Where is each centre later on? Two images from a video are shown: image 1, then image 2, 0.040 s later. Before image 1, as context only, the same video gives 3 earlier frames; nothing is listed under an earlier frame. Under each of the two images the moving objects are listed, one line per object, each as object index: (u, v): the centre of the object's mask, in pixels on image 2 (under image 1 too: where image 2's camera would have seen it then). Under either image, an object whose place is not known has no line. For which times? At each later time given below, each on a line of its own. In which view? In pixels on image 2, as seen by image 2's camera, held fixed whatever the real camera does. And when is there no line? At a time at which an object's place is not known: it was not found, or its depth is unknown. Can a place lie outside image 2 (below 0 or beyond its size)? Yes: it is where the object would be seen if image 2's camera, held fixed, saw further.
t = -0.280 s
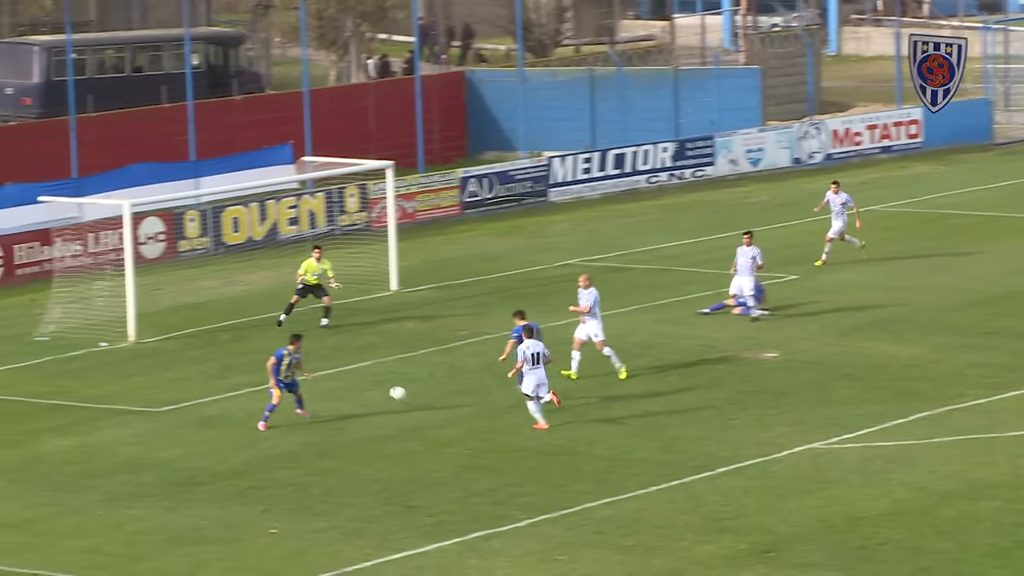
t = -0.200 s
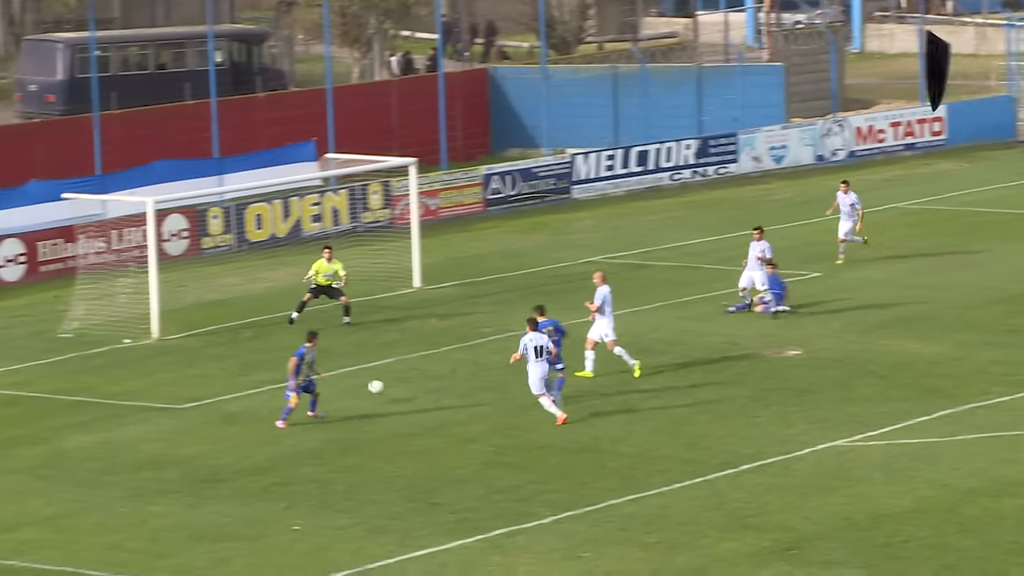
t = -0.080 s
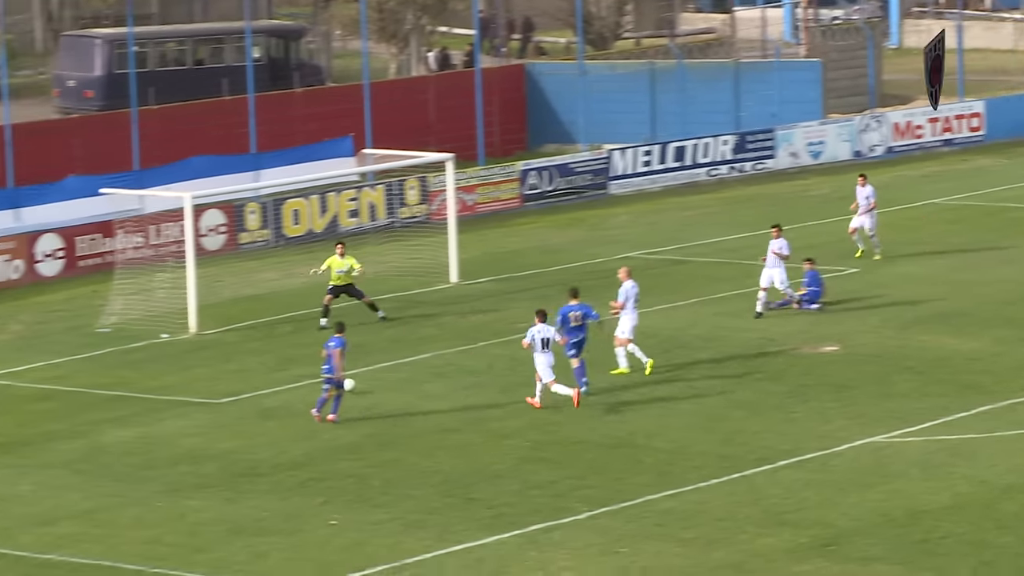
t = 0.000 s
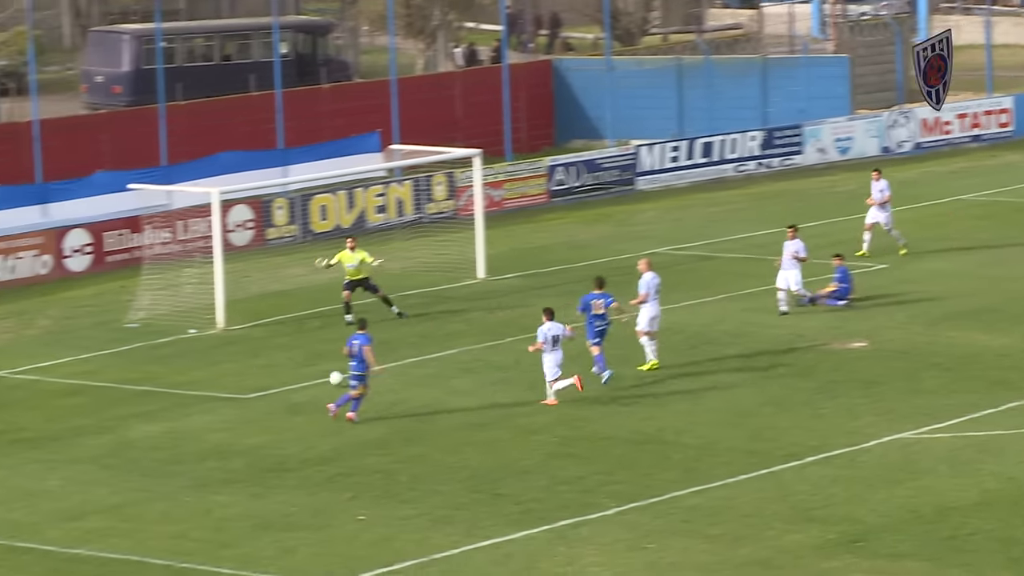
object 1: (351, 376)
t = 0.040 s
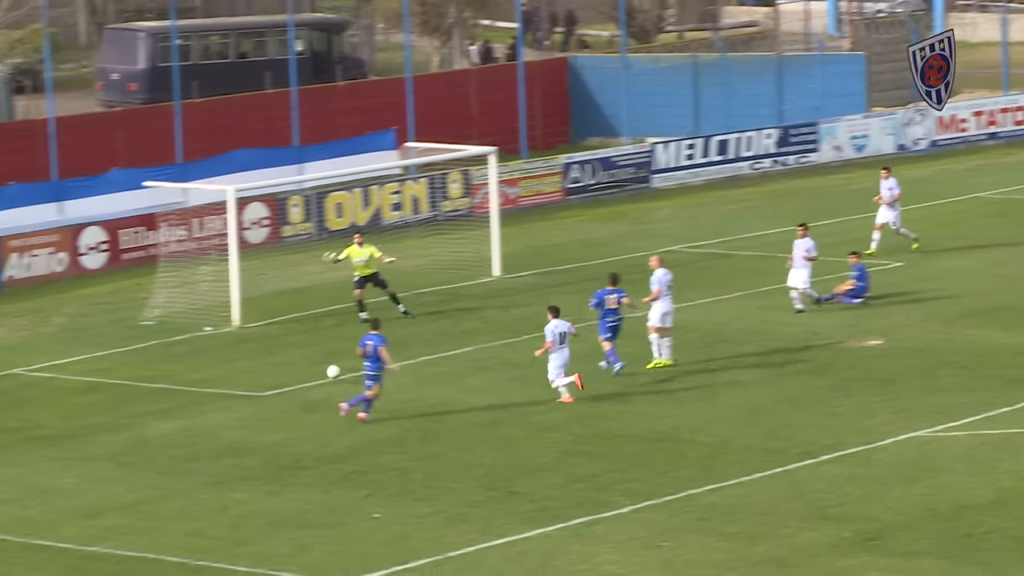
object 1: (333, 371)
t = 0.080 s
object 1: (315, 368)
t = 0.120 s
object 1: (297, 366)
